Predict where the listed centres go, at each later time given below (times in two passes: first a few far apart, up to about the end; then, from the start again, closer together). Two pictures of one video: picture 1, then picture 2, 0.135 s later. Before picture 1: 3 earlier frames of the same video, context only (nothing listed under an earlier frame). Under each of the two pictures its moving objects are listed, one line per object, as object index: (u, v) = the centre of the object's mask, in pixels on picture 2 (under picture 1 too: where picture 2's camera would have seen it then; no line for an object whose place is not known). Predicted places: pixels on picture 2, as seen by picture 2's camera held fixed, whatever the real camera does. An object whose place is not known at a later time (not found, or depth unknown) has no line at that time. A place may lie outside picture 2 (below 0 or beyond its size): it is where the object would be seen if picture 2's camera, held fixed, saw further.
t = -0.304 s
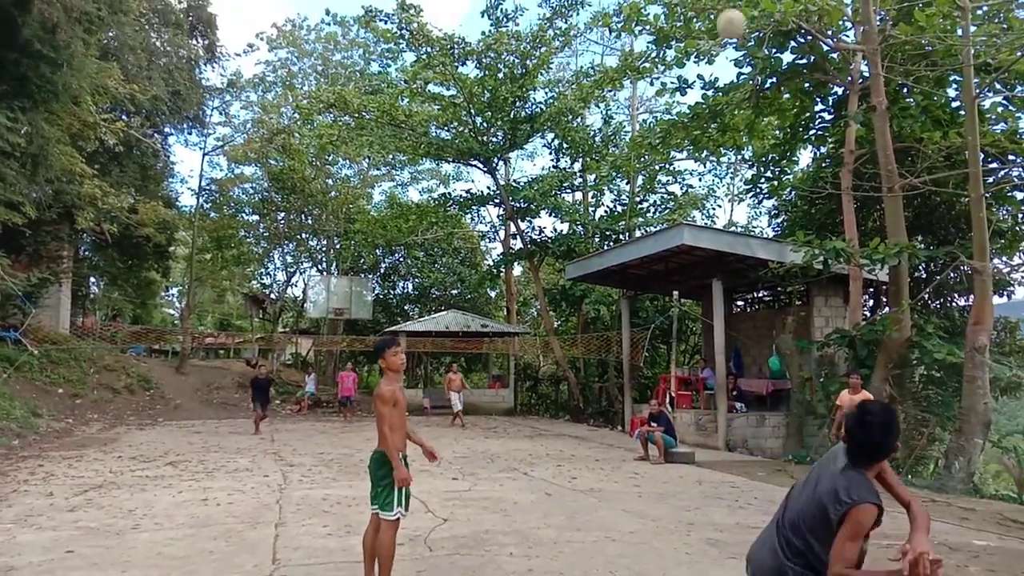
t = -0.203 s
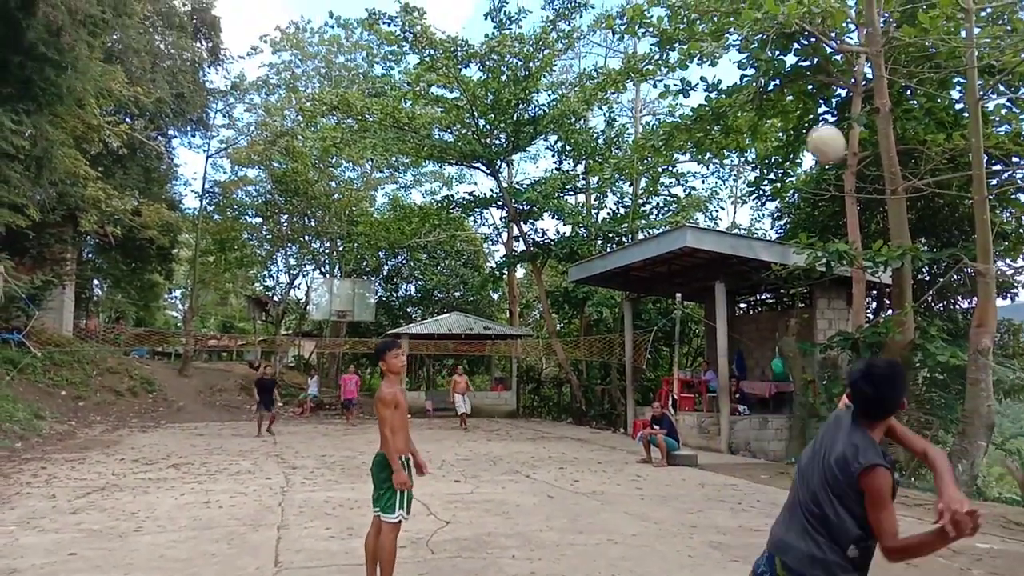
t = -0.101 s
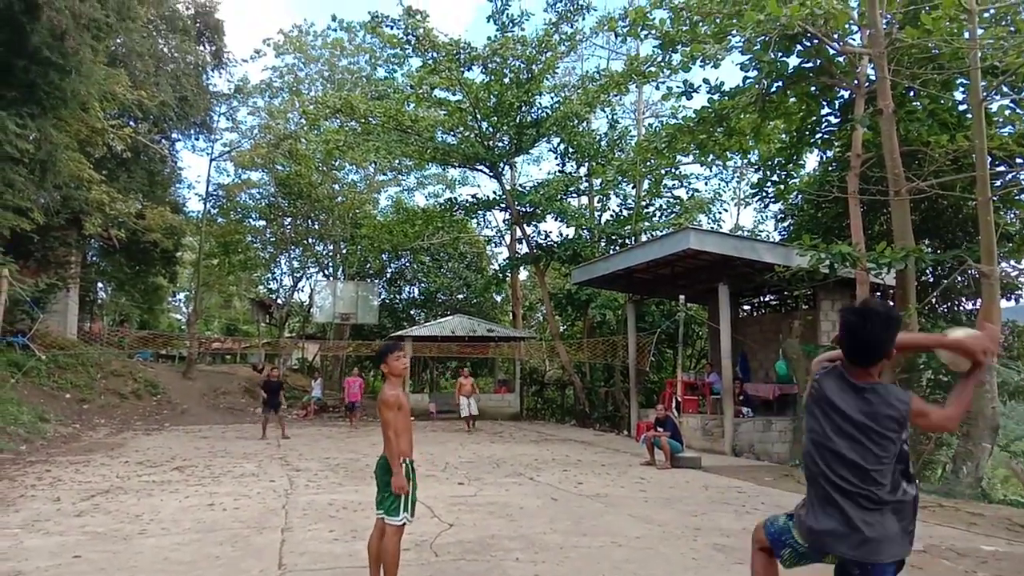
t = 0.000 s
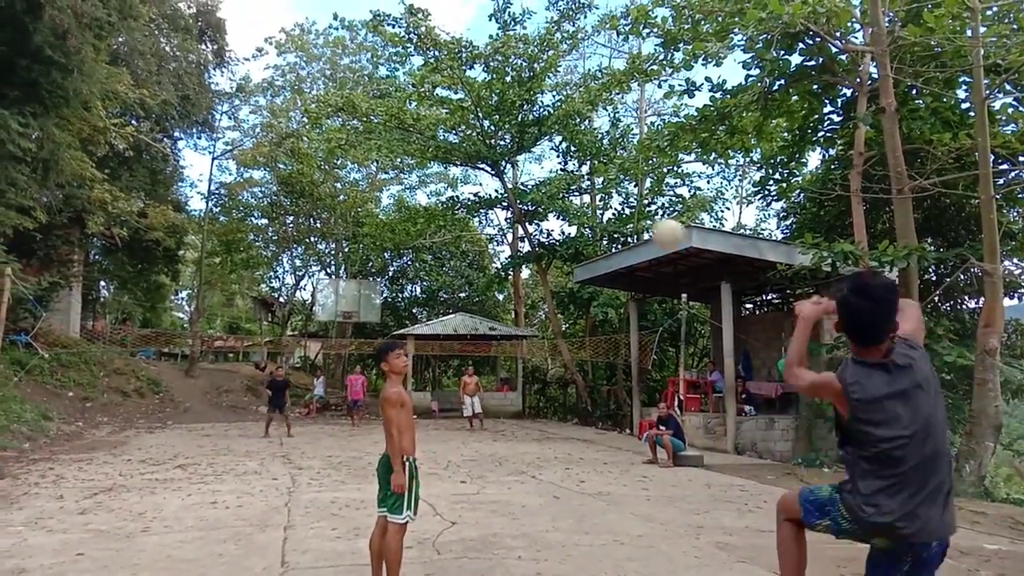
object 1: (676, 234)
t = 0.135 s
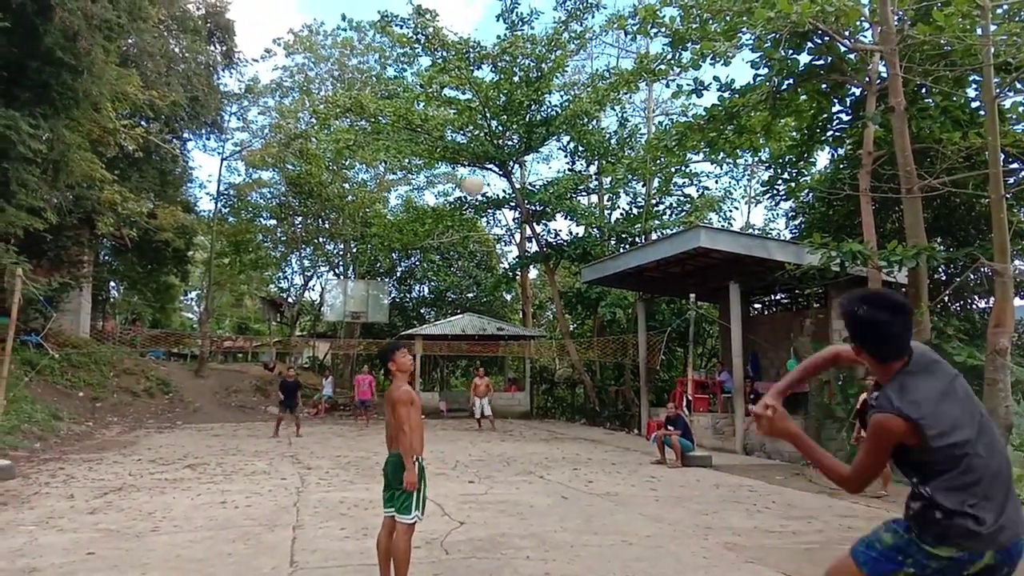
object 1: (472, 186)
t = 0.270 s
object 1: (358, 183)
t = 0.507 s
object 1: (242, 221)
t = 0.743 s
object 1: (175, 288)
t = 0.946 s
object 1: (136, 356)
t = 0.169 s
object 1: (439, 182)
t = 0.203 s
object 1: (408, 181)
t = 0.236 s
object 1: (382, 181)
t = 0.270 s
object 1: (358, 183)
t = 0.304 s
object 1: (337, 185)
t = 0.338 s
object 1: (317, 189)
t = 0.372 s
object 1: (299, 195)
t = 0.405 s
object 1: (284, 200)
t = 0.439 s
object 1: (269, 206)
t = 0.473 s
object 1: (255, 214)
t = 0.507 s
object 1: (242, 221)
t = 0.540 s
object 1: (230, 230)
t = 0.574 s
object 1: (219, 239)
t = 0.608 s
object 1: (209, 248)
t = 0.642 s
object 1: (200, 257)
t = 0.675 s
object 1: (192, 267)
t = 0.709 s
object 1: (183, 277)
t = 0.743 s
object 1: (175, 288)
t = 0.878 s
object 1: (148, 332)
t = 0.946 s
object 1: (136, 356)
